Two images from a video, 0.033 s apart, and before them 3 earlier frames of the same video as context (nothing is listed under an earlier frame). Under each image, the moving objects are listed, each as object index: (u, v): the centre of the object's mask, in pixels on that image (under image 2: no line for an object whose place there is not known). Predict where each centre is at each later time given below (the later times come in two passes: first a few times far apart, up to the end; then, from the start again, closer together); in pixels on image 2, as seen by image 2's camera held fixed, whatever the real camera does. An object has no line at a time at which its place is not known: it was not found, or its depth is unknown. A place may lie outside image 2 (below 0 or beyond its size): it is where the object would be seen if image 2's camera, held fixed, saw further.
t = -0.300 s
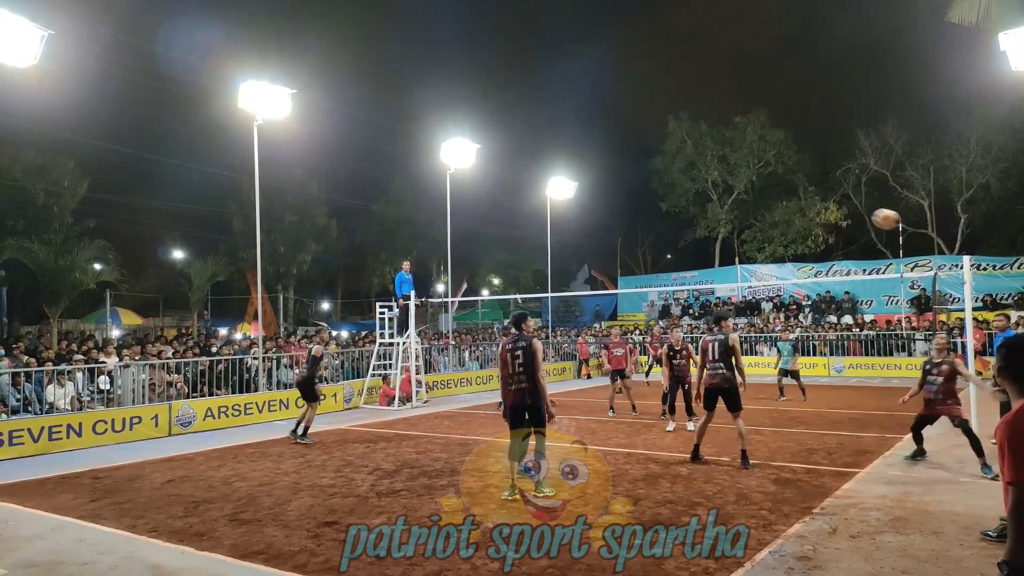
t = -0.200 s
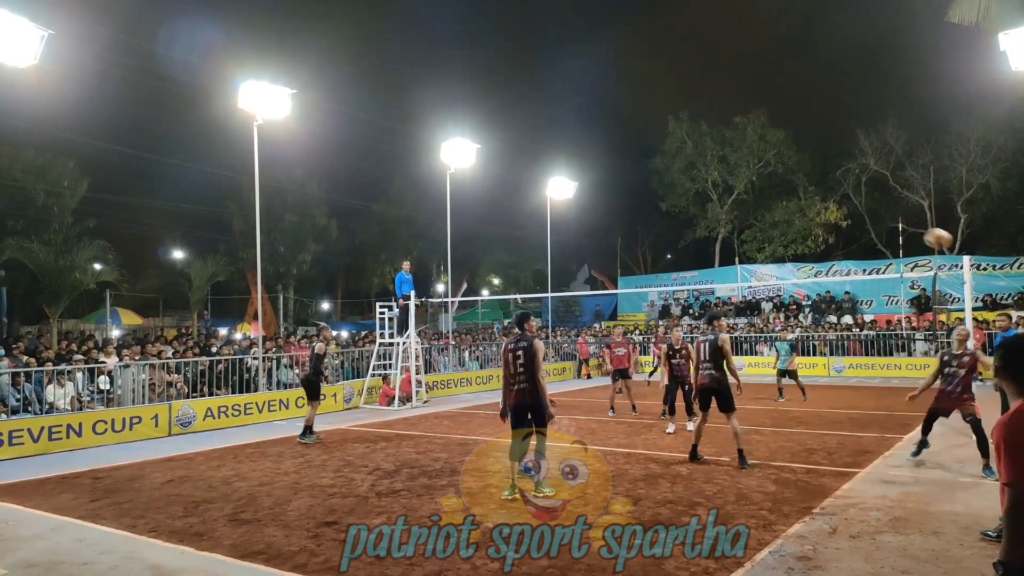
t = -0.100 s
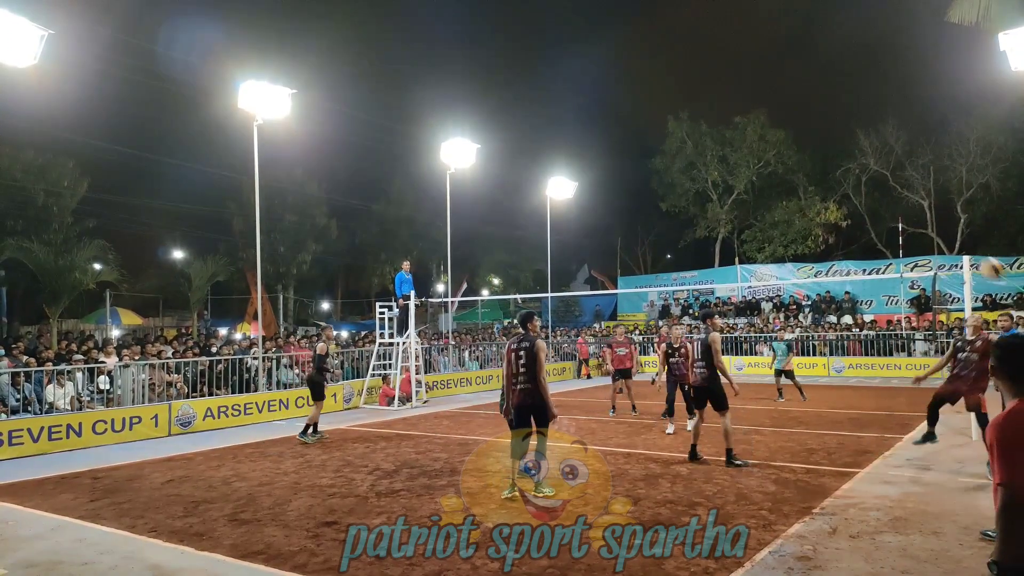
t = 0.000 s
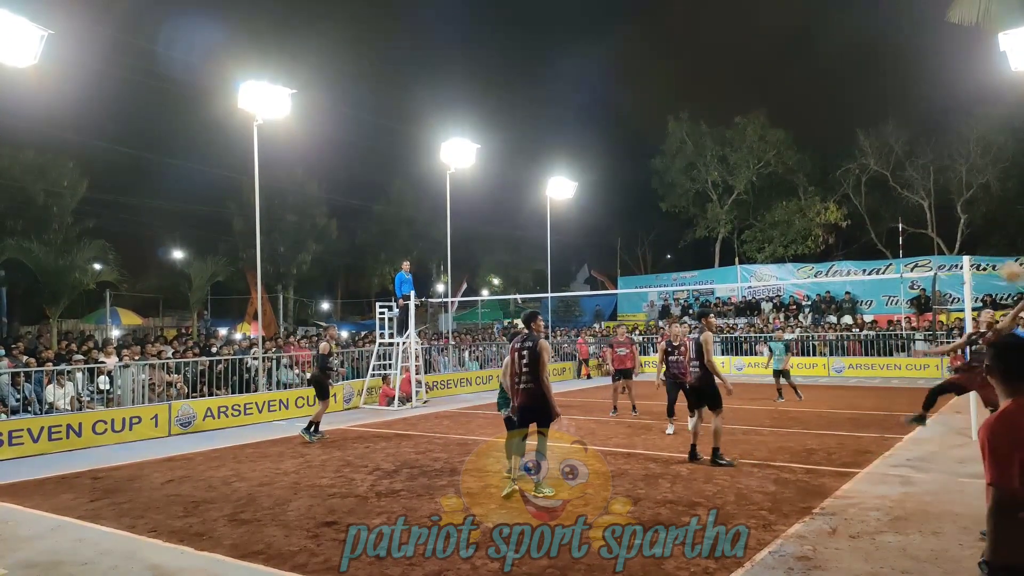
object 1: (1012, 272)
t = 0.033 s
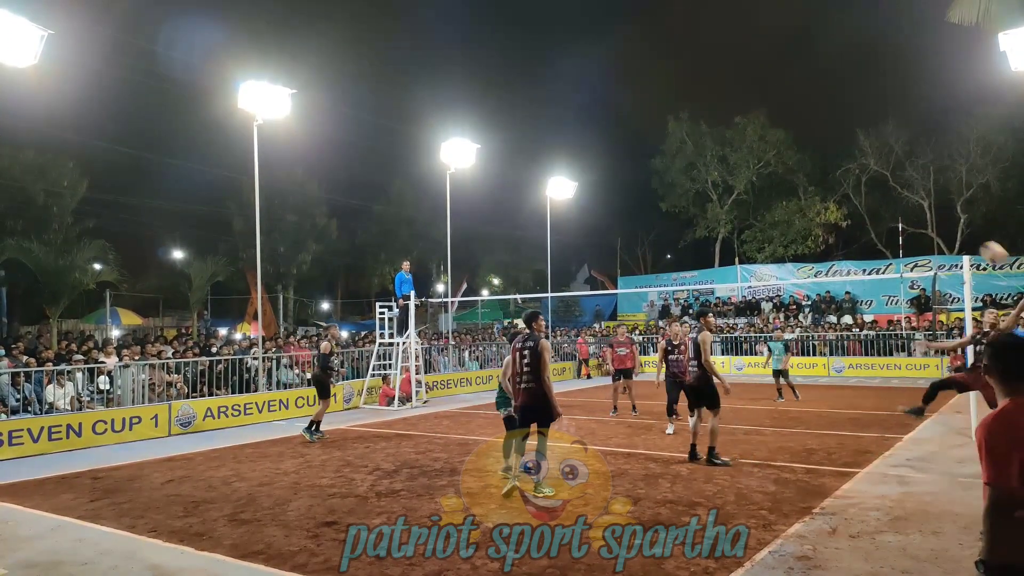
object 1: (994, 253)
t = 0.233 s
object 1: (898, 170)
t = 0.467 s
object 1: (804, 127)
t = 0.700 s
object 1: (723, 129)
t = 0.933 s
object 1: (654, 169)
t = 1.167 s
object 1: (596, 240)
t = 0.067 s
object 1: (977, 237)
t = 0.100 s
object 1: (960, 221)
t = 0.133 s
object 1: (944, 206)
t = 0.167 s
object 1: (929, 193)
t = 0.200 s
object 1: (913, 181)
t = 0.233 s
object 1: (898, 170)
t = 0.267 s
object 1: (884, 161)
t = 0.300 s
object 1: (869, 152)
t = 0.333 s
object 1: (856, 145)
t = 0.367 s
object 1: (842, 139)
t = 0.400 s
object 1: (829, 134)
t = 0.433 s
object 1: (816, 130)
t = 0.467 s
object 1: (804, 127)
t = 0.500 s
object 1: (791, 124)
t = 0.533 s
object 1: (779, 123)
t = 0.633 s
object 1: (744, 124)
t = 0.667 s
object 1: (733, 126)
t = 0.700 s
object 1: (723, 129)
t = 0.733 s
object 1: (712, 132)
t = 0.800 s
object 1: (692, 141)
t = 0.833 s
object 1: (682, 147)
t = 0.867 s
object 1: (673, 154)
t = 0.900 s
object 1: (663, 162)
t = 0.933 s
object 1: (654, 169)
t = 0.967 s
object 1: (646, 177)
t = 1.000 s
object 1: (637, 186)
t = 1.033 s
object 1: (629, 196)
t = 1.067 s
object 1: (620, 206)
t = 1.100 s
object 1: (612, 217)
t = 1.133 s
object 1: (604, 228)
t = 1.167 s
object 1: (596, 240)
